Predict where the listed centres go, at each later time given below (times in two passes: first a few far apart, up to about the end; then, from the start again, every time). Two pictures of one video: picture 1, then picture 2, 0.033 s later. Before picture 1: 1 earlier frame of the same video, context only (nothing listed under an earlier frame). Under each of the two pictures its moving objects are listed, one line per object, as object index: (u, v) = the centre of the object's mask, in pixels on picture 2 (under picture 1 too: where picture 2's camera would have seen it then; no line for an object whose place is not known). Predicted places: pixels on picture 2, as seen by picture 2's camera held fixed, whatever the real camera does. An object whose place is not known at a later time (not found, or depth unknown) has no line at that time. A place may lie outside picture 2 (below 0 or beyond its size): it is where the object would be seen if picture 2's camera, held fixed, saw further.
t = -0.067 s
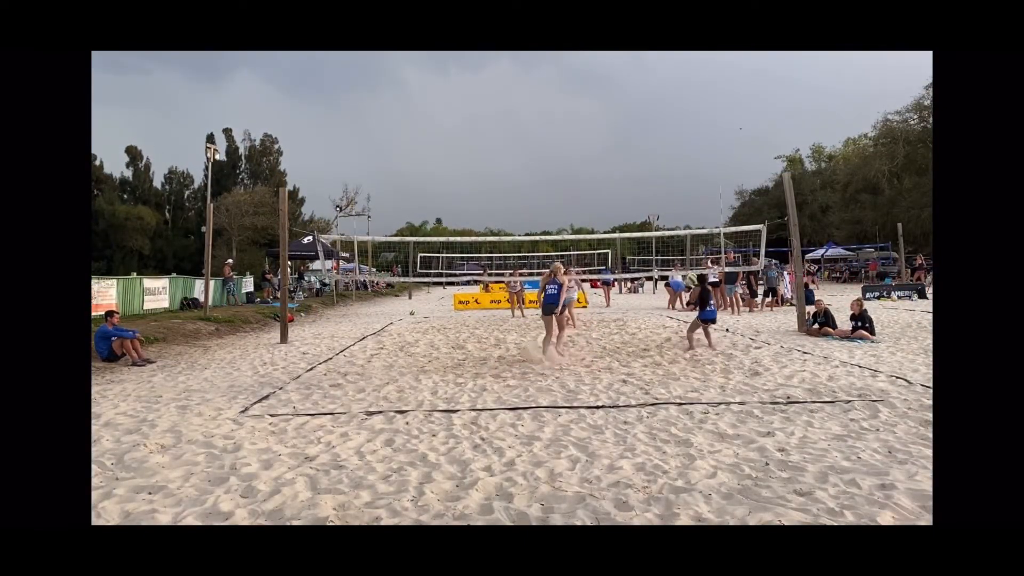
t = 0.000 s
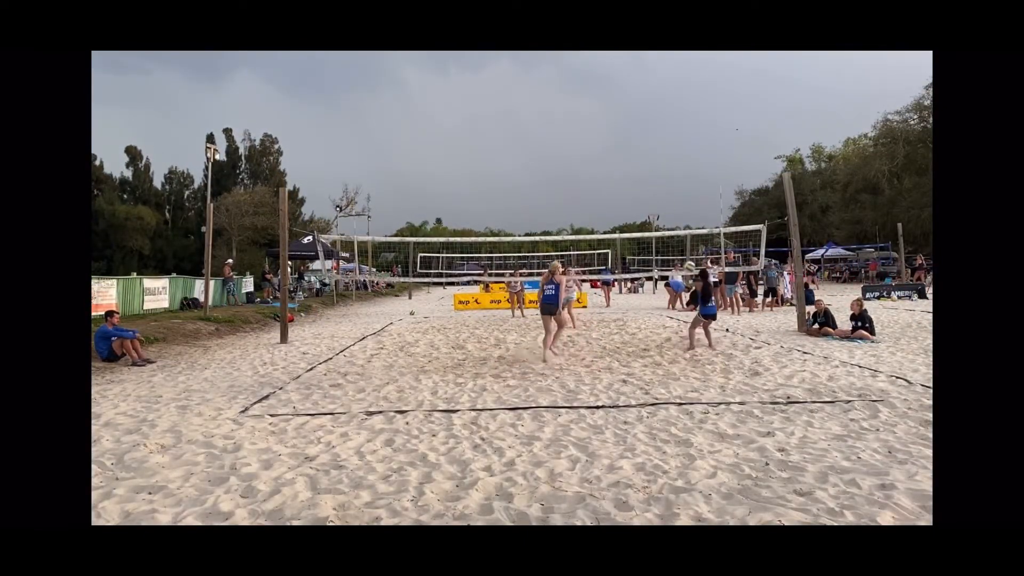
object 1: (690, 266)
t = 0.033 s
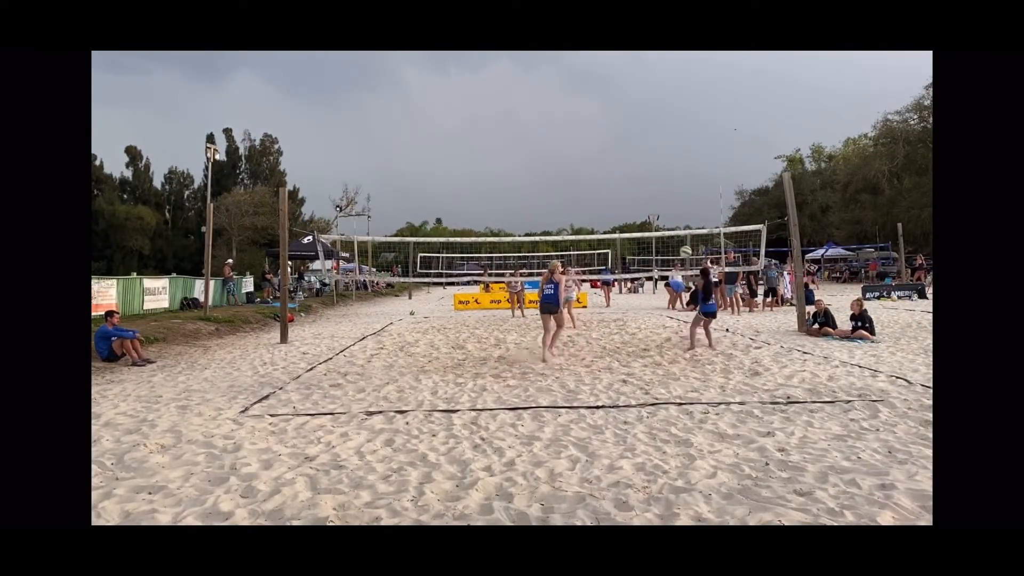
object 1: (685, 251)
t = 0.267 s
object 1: (663, 166)
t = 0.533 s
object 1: (638, 105)
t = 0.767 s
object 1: (618, 84)
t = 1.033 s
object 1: (595, 94)
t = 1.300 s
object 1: (576, 138)
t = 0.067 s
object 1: (682, 238)
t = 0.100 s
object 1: (679, 224)
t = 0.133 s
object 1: (676, 211)
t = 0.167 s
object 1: (672, 199)
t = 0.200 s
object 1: (669, 187)
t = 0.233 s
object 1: (666, 176)
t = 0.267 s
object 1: (663, 166)
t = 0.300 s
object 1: (660, 156)
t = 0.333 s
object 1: (657, 147)
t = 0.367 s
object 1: (654, 138)
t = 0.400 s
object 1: (651, 131)
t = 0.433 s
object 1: (647, 123)
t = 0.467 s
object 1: (644, 116)
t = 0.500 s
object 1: (641, 110)
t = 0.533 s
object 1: (638, 105)
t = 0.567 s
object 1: (635, 100)
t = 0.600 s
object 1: (632, 96)
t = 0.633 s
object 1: (629, 93)
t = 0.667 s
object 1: (626, 90)
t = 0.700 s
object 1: (623, 87)
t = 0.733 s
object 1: (620, 85)
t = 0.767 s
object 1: (618, 84)
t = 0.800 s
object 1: (615, 83)
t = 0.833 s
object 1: (612, 83)
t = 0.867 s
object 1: (609, 83)
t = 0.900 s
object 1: (606, 84)
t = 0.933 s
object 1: (604, 85)
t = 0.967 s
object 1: (601, 88)
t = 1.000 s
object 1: (598, 91)
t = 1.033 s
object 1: (595, 94)
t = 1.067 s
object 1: (593, 97)
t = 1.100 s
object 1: (590, 101)
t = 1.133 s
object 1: (588, 107)
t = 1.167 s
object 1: (586, 112)
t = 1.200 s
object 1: (583, 118)
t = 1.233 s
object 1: (581, 124)
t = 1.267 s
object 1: (579, 130)
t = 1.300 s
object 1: (576, 138)
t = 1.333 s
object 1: (574, 146)
